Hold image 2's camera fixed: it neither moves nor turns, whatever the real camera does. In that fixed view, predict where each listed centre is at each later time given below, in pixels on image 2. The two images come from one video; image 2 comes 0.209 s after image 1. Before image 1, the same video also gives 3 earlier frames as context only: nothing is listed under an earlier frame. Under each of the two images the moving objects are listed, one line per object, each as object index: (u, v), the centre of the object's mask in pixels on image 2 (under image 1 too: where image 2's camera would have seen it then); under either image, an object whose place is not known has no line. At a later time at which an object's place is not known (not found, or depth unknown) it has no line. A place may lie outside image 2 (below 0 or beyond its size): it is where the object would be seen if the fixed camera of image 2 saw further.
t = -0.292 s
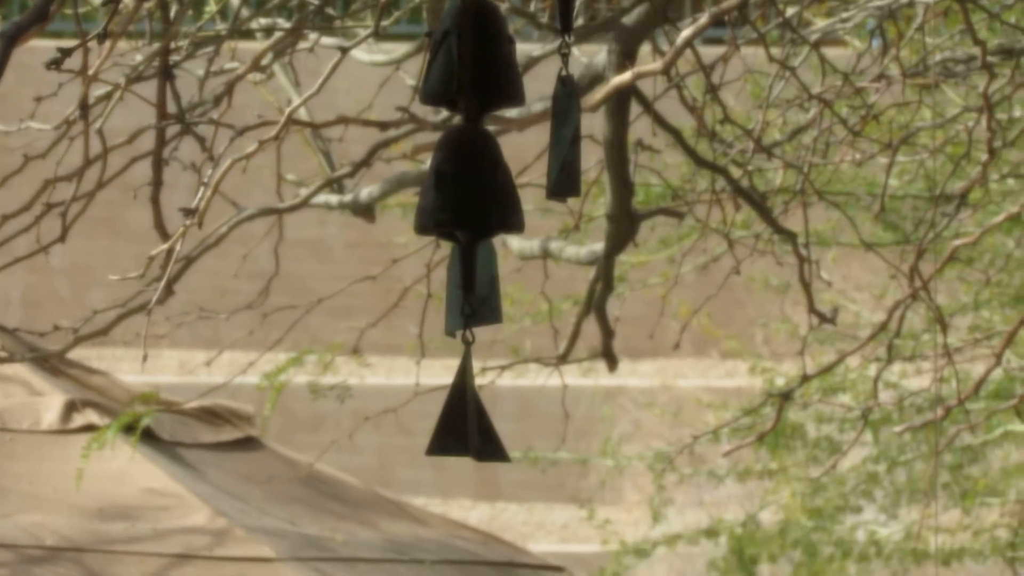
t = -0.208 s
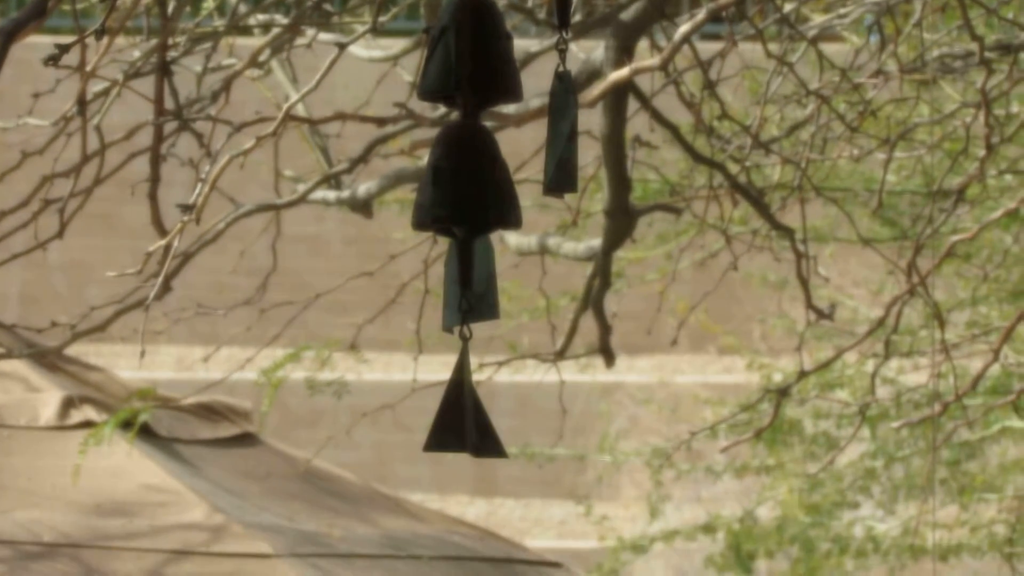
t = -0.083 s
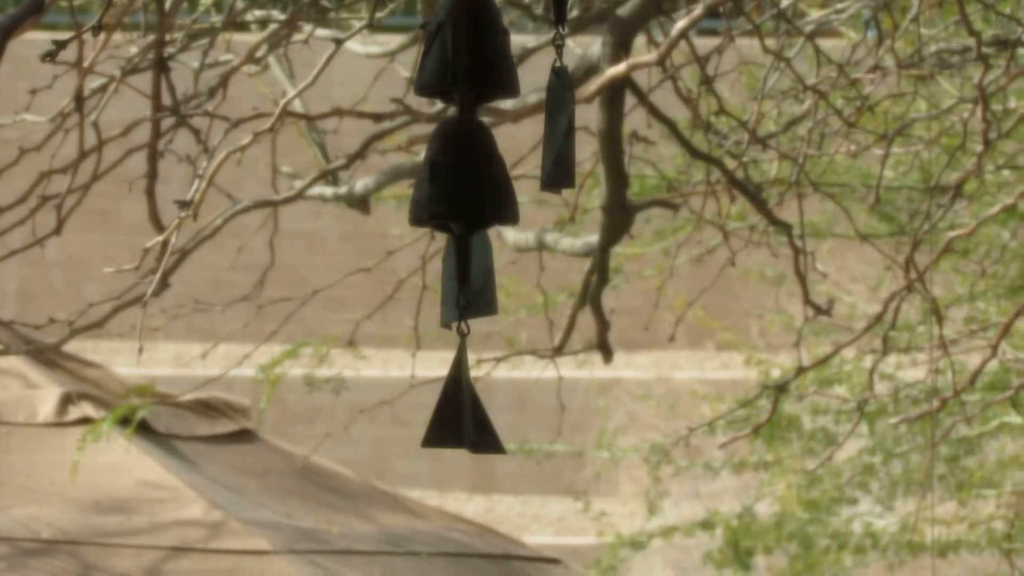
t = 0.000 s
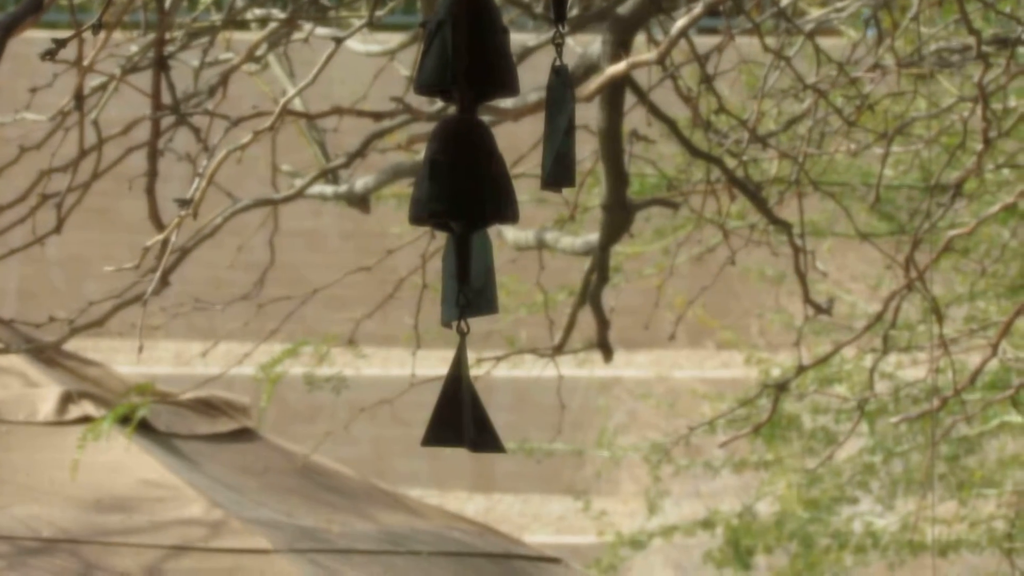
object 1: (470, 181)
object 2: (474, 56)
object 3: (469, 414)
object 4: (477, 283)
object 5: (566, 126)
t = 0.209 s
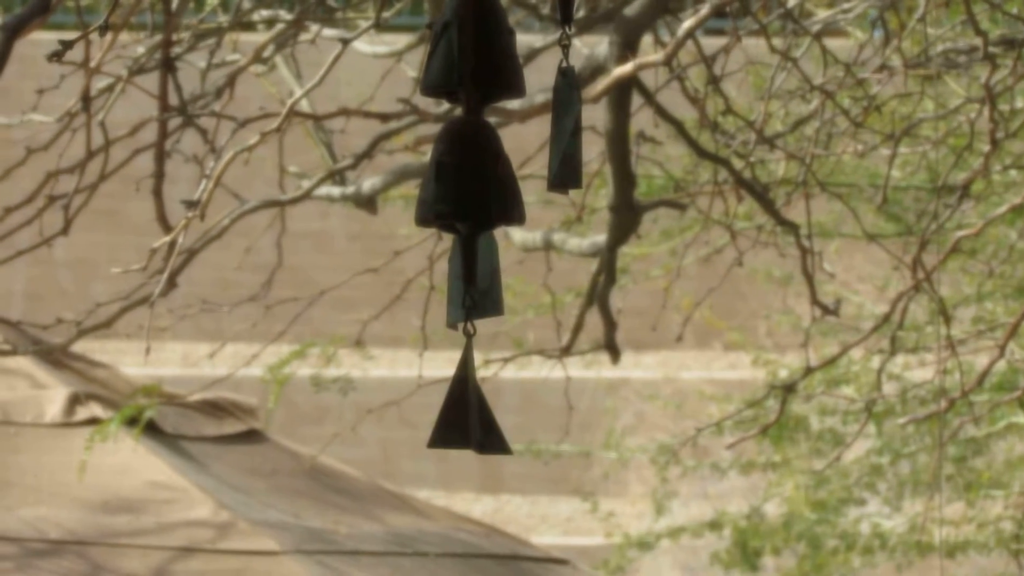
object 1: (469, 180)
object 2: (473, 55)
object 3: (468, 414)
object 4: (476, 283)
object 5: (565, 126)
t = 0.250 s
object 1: (469, 181)
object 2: (473, 55)
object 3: (467, 414)
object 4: (475, 283)
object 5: (565, 125)
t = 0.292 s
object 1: (469, 180)
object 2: (473, 55)
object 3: (467, 415)
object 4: (475, 283)
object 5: (565, 126)
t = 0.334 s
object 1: (469, 180)
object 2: (472, 55)
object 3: (467, 414)
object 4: (476, 283)
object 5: (565, 125)
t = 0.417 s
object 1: (468, 179)
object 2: (472, 55)
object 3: (467, 414)
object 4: (475, 282)
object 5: (565, 125)
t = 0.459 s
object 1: (468, 180)
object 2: (472, 55)
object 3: (467, 414)
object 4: (475, 283)
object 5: (564, 125)
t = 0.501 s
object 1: (468, 179)
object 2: (472, 55)
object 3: (467, 414)
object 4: (475, 282)
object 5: (564, 125)
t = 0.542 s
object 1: (468, 180)
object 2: (472, 55)
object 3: (467, 415)
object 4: (475, 283)
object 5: (565, 125)
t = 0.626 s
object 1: (468, 180)
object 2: (472, 56)
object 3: (466, 414)
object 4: (475, 282)
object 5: (565, 125)
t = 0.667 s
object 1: (469, 179)
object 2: (472, 56)
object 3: (466, 414)
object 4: (475, 282)
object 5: (565, 125)
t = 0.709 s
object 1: (468, 180)
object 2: (472, 56)
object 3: (466, 415)
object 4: (475, 283)
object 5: (565, 125)
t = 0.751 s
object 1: (468, 179)
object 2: (472, 55)
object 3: (466, 414)
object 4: (475, 282)
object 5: (564, 125)
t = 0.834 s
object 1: (468, 179)
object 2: (472, 56)
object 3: (467, 414)
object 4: (475, 282)
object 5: (565, 125)
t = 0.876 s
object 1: (468, 179)
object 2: (472, 56)
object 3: (467, 415)
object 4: (475, 283)
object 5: (565, 125)
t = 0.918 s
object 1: (468, 179)
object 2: (472, 55)
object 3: (467, 414)
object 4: (475, 282)
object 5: (565, 125)
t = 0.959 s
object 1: (468, 180)
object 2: (472, 56)
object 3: (468, 415)
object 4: (475, 283)
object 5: (565, 125)
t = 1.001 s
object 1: (469, 179)
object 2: (472, 56)
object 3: (468, 414)
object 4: (476, 282)
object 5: (566, 125)
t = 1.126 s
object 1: (469, 179)
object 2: (473, 57)
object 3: (467, 414)
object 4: (476, 282)
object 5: (566, 124)
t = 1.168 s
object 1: (470, 179)
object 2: (473, 57)
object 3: (467, 414)
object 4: (477, 282)
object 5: (566, 125)
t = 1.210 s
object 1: (469, 178)
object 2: (473, 57)
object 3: (467, 414)
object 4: (476, 281)
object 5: (566, 124)
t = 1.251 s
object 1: (470, 178)
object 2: (473, 57)
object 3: (468, 414)
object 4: (477, 281)
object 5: (566, 124)
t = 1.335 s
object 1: (471, 177)
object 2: (475, 57)
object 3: (470, 413)
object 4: (479, 281)
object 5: (567, 123)
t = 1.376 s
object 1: (472, 177)
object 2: (476, 57)
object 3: (471, 413)
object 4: (480, 281)
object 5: (568, 123)
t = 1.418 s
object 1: (474, 177)
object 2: (478, 58)
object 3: (473, 413)
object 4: (481, 280)
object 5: (570, 123)
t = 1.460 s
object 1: (474, 177)
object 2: (477, 58)
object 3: (474, 413)
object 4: (482, 281)
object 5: (570, 123)
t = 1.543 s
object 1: (482, 177)
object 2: (485, 64)
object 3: (481, 412)
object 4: (489, 281)
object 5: (579, 123)
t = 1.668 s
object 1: (494, 177)
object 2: (497, 87)
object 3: (492, 409)
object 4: (500, 278)
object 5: (590, 133)
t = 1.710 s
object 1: (497, 175)
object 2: (499, 88)
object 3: (497, 406)
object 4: (503, 276)
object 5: (592, 133)
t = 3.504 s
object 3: (526, 399)
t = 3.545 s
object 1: (528, 172)
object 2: (532, 33)
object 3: (524, 410)
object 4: (534, 278)
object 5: (627, 117)
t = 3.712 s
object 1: (530, 174)
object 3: (523, 408)
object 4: (534, 277)
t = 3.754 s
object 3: (527, 409)
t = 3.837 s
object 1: (530, 172)
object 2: (533, 49)
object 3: (526, 410)
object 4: (536, 276)
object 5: (628, 118)
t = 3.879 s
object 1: (530, 172)
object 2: (533, 47)
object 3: (526, 411)
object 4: (536, 276)
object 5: (628, 117)
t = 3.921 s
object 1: (530, 172)
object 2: (533, 46)
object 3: (527, 410)
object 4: (536, 276)
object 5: (628, 118)
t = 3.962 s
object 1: (529, 171)
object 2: (532, 43)
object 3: (528, 411)
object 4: (536, 277)
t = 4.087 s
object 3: (527, 410)
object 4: (535, 277)
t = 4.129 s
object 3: (527, 410)
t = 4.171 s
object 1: (528, 172)
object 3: (525, 410)
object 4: (534, 277)
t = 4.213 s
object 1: (527, 173)
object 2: (530, 38)
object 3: (523, 411)
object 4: (533, 277)
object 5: (625, 120)
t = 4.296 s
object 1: (523, 174)
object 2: (527, 41)
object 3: (519, 410)
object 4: (529, 278)
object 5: (621, 122)
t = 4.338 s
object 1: (523, 175)
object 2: (526, 43)
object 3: (520, 410)
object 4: (529, 278)
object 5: (621, 121)
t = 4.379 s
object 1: (523, 174)
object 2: (526, 45)
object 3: (521, 411)
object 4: (530, 278)
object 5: (622, 121)
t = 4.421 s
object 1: (523, 175)
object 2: (526, 45)
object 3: (522, 411)
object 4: (531, 278)
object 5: (621, 121)
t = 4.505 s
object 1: (524, 174)
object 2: (528, 47)
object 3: (522, 411)
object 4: (531, 279)
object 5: (622, 121)
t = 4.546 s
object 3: (524, 410)
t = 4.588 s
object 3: (524, 410)
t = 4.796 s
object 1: (518, 176)
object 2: (521, 43)
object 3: (517, 412)
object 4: (524, 279)
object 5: (614, 121)
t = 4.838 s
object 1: (518, 176)
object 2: (520, 43)
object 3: (516, 412)
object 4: (524, 279)
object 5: (614, 120)
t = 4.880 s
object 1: (517, 177)
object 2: (520, 44)
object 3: (515, 411)
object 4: (523, 279)
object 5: (614, 121)
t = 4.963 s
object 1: (516, 178)
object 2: (519, 47)
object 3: (515, 413)
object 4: (522, 280)
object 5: (613, 123)
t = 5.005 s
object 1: (516, 178)
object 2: (519, 47)
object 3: (514, 412)
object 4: (521, 280)
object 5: (612, 123)
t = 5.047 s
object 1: (514, 177)
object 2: (518, 47)
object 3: (512, 411)
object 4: (520, 280)
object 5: (611, 122)
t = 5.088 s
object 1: (514, 177)
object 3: (512, 411)
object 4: (519, 279)
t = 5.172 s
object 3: (510, 410)
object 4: (518, 280)
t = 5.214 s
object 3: (510, 410)
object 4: (518, 279)
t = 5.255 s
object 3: (510, 410)
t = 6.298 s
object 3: (502, 411)
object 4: (510, 280)
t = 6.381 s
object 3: (502, 411)
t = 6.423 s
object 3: (502, 410)
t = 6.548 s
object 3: (501, 411)
